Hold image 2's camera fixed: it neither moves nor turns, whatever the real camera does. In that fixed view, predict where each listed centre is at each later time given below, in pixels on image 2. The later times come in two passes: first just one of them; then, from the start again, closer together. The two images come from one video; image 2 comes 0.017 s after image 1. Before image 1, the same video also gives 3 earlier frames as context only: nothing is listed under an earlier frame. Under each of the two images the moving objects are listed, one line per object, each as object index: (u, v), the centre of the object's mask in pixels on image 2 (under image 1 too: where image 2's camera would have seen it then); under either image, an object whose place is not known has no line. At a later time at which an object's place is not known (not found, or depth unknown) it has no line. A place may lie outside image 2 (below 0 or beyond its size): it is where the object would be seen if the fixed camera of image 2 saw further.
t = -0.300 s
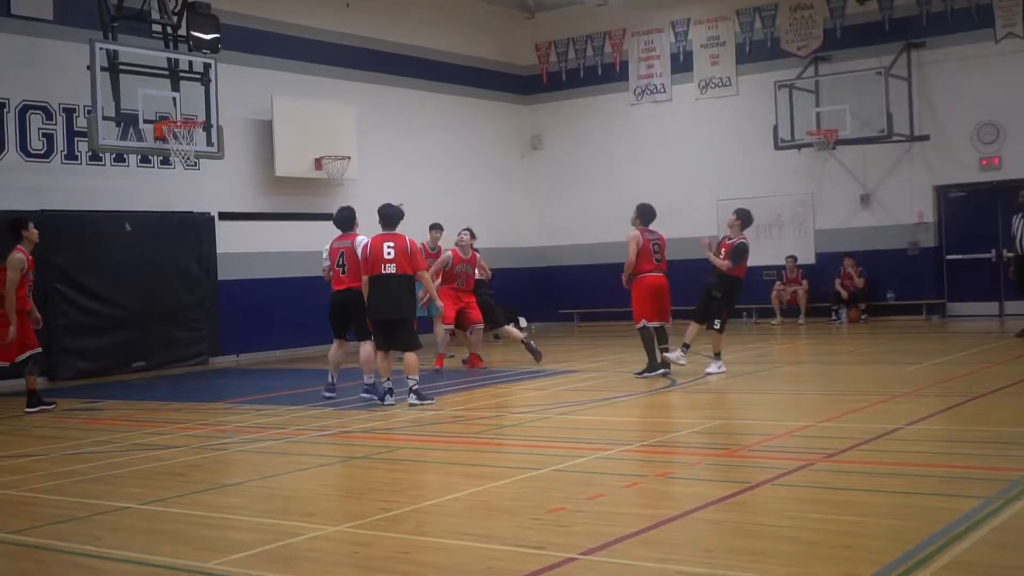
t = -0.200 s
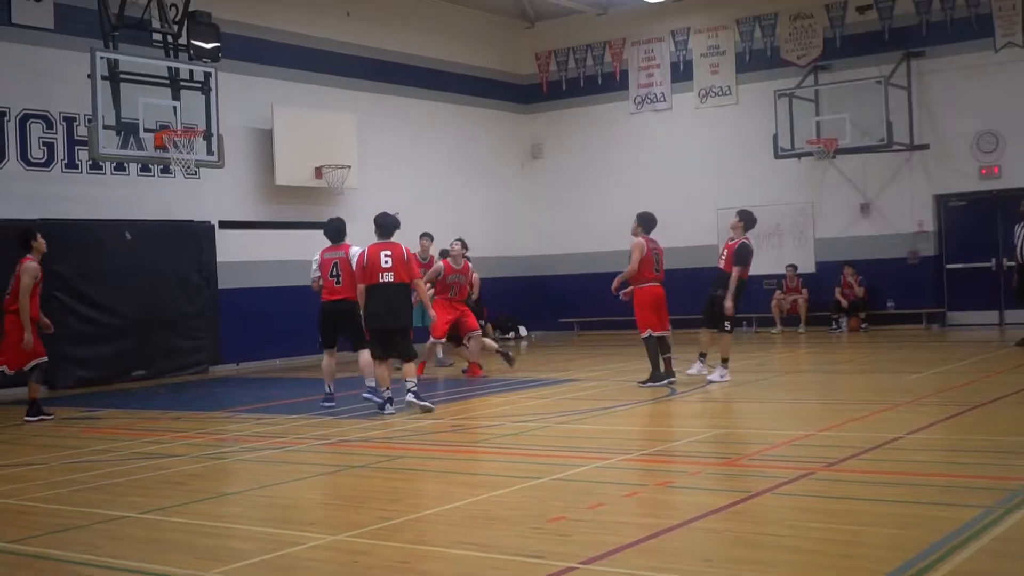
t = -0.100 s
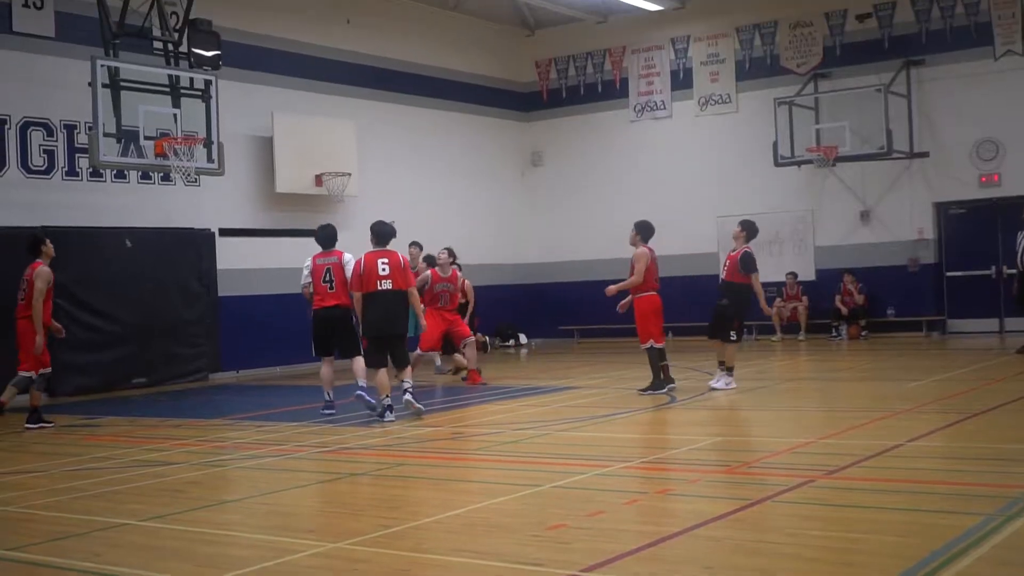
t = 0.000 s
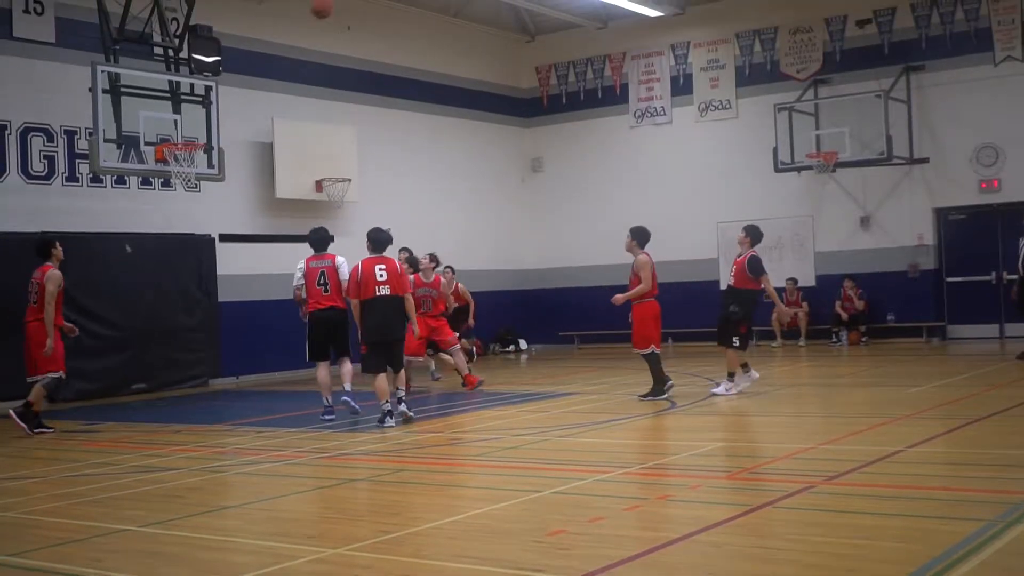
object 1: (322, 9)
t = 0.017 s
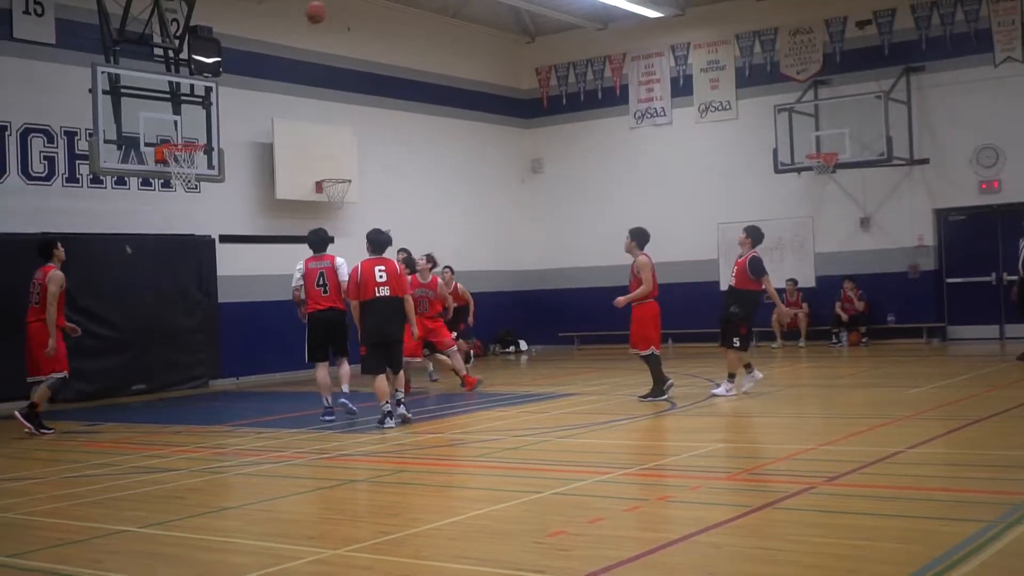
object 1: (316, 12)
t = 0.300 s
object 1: (217, 112)
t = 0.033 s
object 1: (309, 16)
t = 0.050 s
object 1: (304, 21)
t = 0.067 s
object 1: (298, 25)
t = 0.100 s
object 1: (285, 35)
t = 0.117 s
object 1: (280, 41)
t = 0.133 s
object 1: (274, 45)
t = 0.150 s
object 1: (268, 51)
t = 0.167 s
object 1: (263, 57)
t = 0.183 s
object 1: (257, 62)
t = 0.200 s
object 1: (251, 69)
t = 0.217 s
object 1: (246, 75)
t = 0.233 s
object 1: (239, 83)
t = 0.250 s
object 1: (234, 90)
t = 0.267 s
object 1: (228, 97)
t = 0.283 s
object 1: (223, 104)
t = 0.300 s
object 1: (217, 112)
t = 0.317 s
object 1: (211, 119)
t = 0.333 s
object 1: (206, 127)
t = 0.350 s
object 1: (201, 134)
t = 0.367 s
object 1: (196, 137)
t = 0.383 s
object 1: (191, 137)
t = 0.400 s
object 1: (187, 138)
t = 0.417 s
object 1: (182, 139)
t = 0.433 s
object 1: (178, 140)
